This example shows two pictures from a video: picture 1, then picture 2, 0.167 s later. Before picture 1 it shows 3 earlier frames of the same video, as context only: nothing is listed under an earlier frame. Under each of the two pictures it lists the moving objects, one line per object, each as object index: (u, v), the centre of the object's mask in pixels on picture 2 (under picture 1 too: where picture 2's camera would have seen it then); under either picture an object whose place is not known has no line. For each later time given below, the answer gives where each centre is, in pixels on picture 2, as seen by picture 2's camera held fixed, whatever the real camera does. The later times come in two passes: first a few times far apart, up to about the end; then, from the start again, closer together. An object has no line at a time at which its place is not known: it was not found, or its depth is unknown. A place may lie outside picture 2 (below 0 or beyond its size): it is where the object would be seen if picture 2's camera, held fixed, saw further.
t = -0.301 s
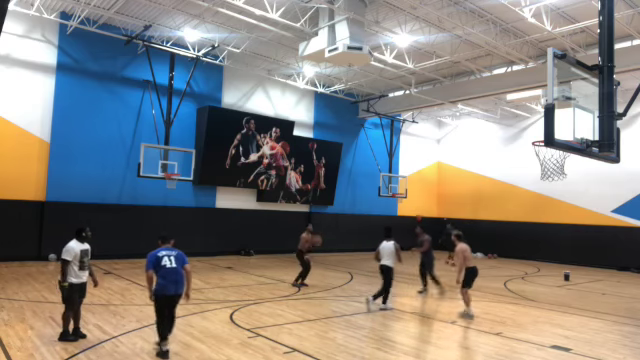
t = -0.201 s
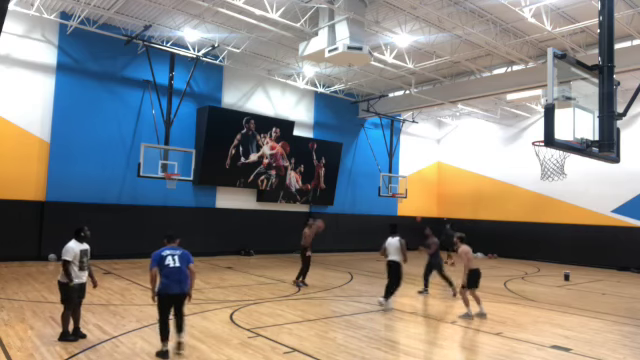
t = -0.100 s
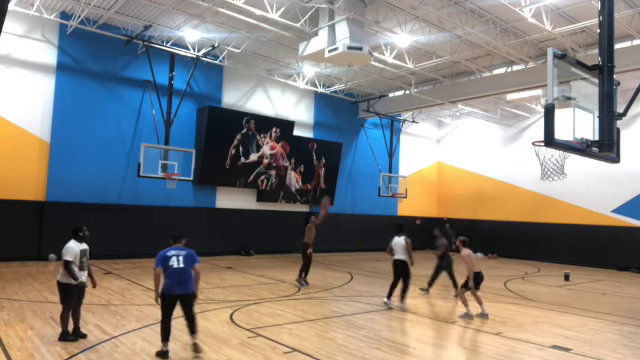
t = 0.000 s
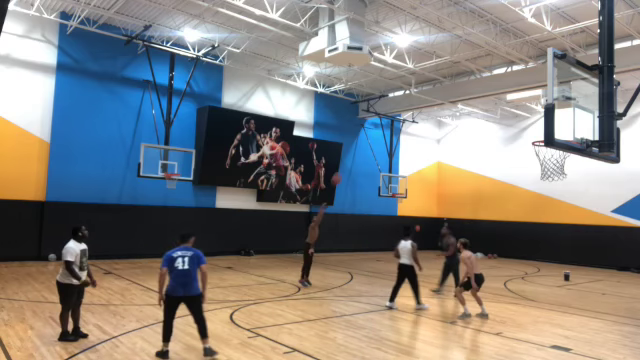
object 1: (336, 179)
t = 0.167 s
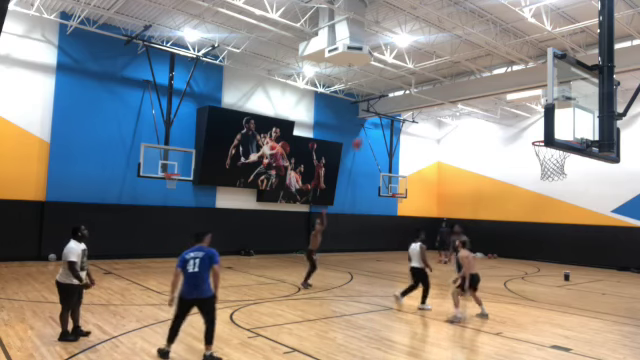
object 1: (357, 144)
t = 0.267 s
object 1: (371, 125)
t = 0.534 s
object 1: (412, 93)
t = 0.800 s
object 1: (465, 91)
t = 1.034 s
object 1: (526, 126)
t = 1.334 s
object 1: (542, 125)
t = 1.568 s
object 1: (502, 143)
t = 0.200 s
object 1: (361, 137)
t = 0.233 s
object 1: (365, 132)
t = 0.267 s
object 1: (371, 125)
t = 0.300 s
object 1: (375, 121)
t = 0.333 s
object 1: (379, 116)
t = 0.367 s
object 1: (386, 109)
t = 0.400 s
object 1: (390, 106)
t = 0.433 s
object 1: (394, 103)
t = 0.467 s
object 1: (400, 99)
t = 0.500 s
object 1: (406, 95)
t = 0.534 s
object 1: (412, 93)
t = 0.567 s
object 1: (417, 91)
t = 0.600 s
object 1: (423, 89)
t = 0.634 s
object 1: (430, 88)
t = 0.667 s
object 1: (437, 87)
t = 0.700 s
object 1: (443, 87)
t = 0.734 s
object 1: (450, 88)
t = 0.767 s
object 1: (457, 89)
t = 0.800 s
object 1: (465, 91)
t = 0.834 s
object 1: (473, 93)
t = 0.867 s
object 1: (480, 96)
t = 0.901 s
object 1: (489, 101)
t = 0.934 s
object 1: (497, 105)
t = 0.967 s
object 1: (506, 111)
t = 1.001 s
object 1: (516, 118)
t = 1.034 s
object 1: (526, 126)
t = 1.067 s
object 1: (537, 136)
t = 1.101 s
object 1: (540, 134)
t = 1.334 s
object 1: (542, 125)
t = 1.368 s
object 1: (538, 125)
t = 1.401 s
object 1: (533, 126)
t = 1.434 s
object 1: (527, 128)
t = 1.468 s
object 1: (521, 131)
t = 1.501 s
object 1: (514, 134)
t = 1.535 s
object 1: (508, 138)
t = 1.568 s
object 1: (502, 143)
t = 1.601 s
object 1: (495, 149)
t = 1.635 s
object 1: (489, 156)
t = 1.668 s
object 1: (483, 163)
